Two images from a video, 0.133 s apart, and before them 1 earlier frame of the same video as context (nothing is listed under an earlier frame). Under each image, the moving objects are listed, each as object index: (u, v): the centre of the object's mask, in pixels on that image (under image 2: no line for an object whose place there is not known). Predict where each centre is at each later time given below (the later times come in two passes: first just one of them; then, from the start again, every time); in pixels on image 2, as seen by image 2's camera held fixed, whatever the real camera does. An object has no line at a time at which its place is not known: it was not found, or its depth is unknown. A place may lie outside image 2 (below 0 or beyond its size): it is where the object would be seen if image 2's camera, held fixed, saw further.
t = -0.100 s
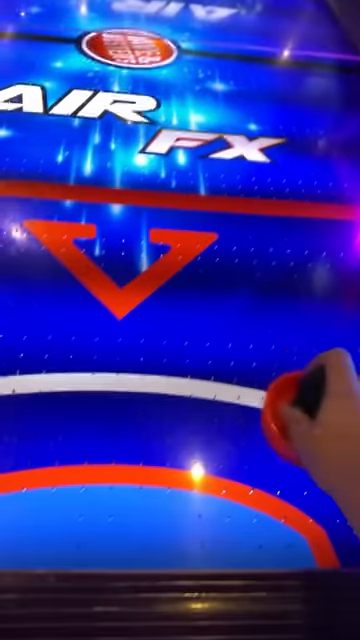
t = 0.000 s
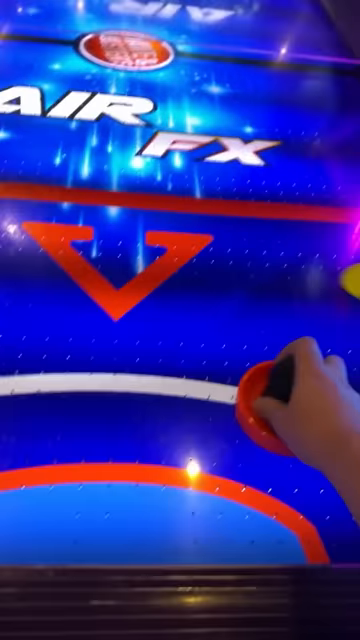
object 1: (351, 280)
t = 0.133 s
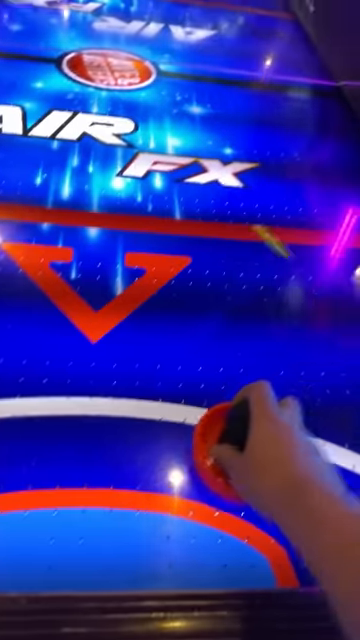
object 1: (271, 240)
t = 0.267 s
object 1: (223, 202)
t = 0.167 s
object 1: (252, 238)
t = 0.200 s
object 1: (242, 225)
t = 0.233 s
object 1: (233, 211)
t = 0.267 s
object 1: (223, 202)
